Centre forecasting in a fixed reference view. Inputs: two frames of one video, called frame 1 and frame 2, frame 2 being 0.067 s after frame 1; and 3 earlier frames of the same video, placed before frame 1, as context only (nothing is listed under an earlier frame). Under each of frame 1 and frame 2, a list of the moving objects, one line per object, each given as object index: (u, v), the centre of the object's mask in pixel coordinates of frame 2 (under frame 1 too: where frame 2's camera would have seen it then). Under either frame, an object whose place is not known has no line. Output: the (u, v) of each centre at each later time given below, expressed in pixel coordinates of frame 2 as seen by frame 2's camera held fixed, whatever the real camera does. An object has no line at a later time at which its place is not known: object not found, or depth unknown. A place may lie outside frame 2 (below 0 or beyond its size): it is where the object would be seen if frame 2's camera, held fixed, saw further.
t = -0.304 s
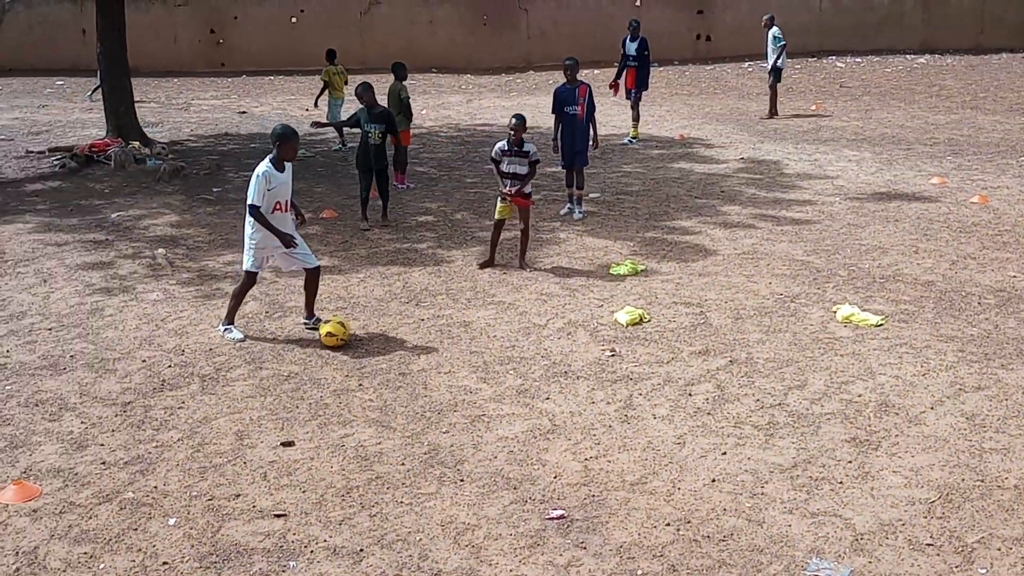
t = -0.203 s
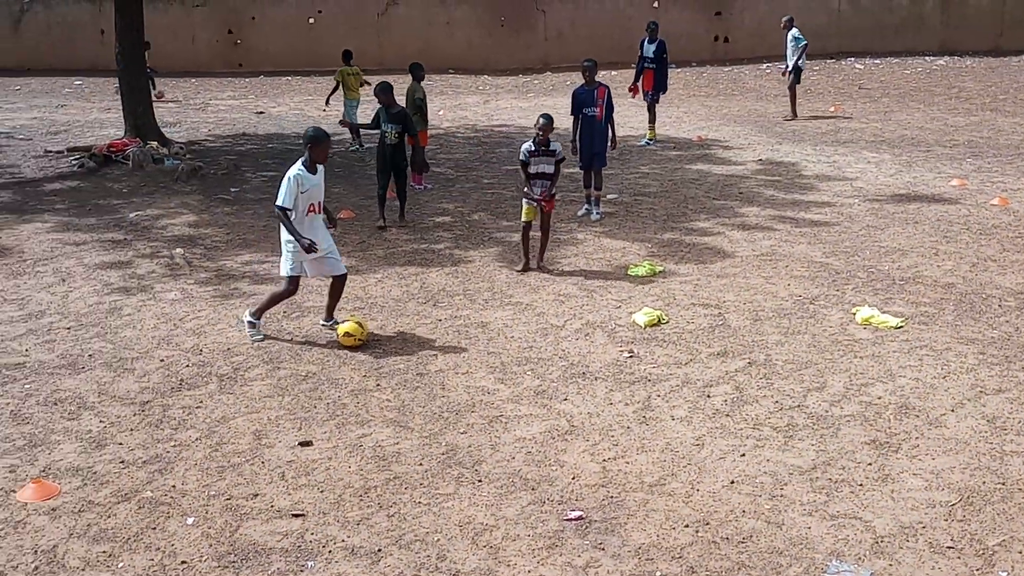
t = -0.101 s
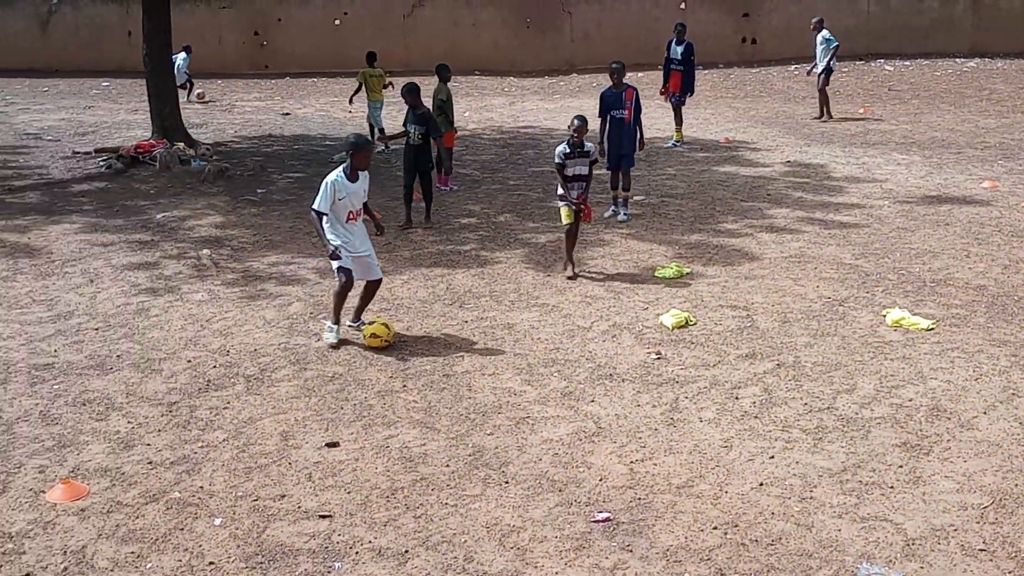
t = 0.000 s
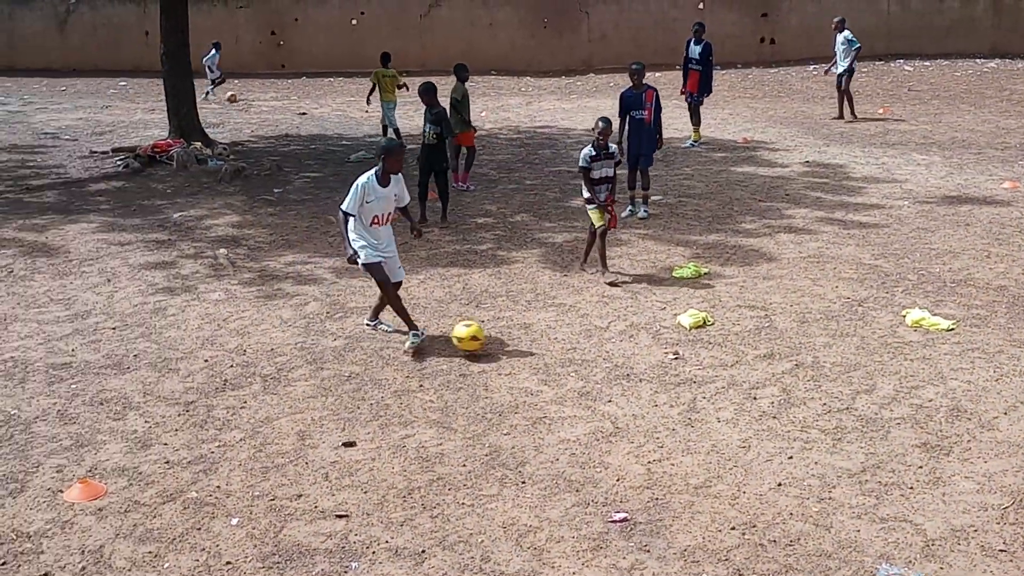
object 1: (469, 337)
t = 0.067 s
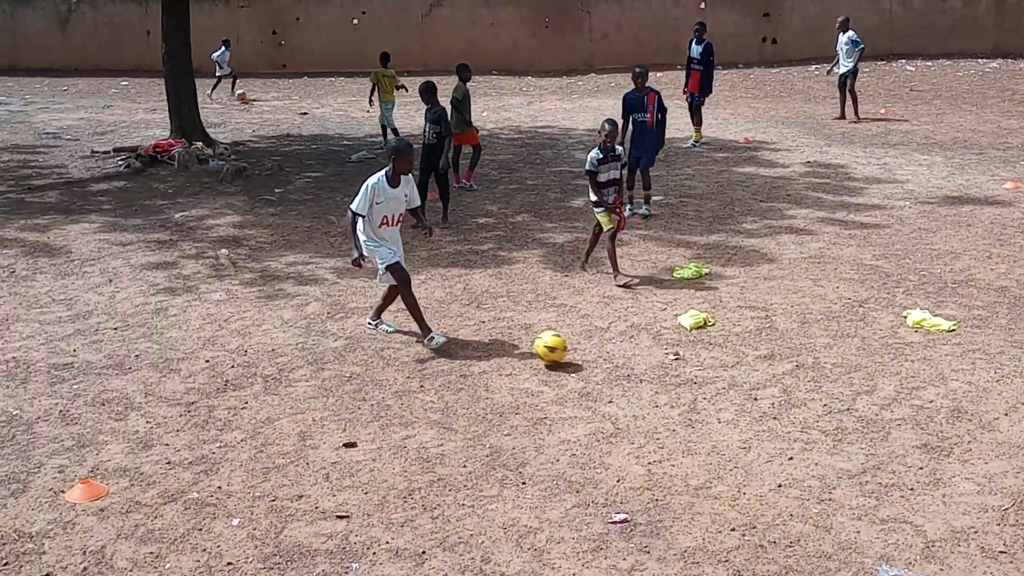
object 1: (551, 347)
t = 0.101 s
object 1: (594, 355)
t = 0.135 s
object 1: (631, 354)
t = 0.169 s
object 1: (665, 346)
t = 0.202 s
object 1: (700, 340)
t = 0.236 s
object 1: (737, 336)
